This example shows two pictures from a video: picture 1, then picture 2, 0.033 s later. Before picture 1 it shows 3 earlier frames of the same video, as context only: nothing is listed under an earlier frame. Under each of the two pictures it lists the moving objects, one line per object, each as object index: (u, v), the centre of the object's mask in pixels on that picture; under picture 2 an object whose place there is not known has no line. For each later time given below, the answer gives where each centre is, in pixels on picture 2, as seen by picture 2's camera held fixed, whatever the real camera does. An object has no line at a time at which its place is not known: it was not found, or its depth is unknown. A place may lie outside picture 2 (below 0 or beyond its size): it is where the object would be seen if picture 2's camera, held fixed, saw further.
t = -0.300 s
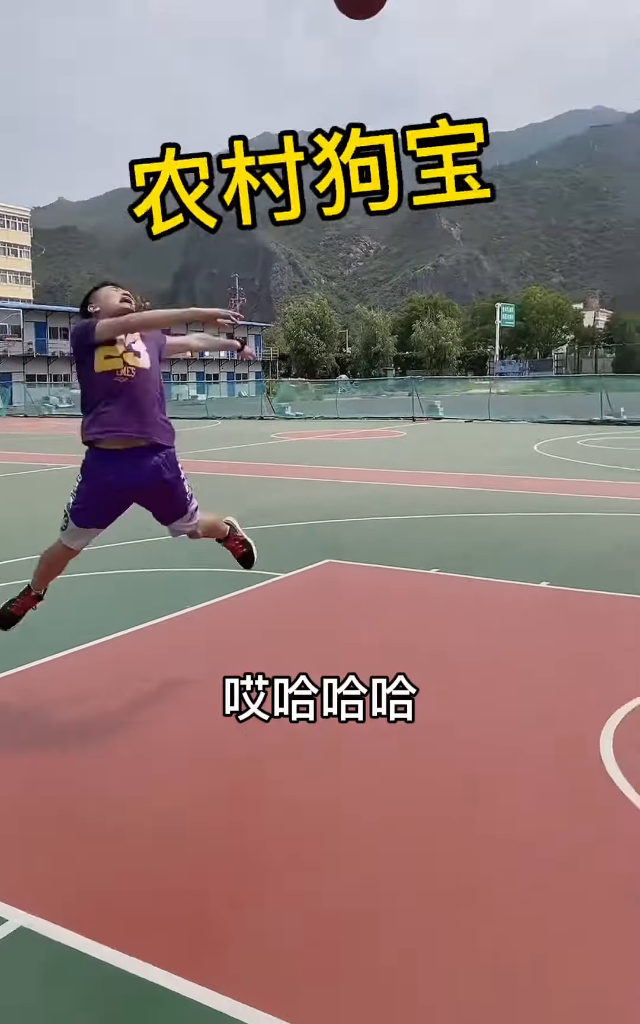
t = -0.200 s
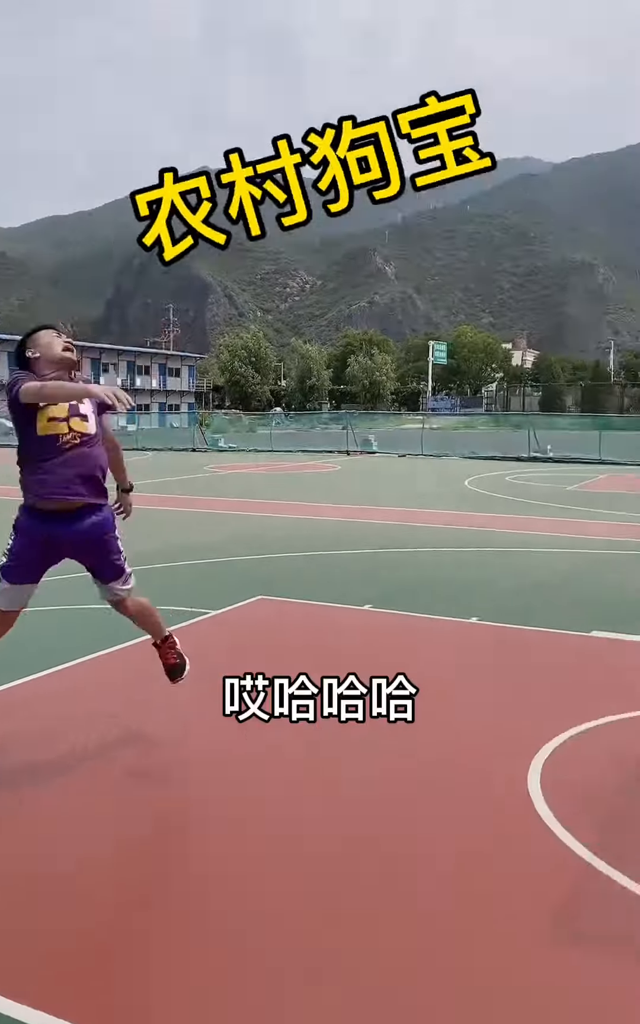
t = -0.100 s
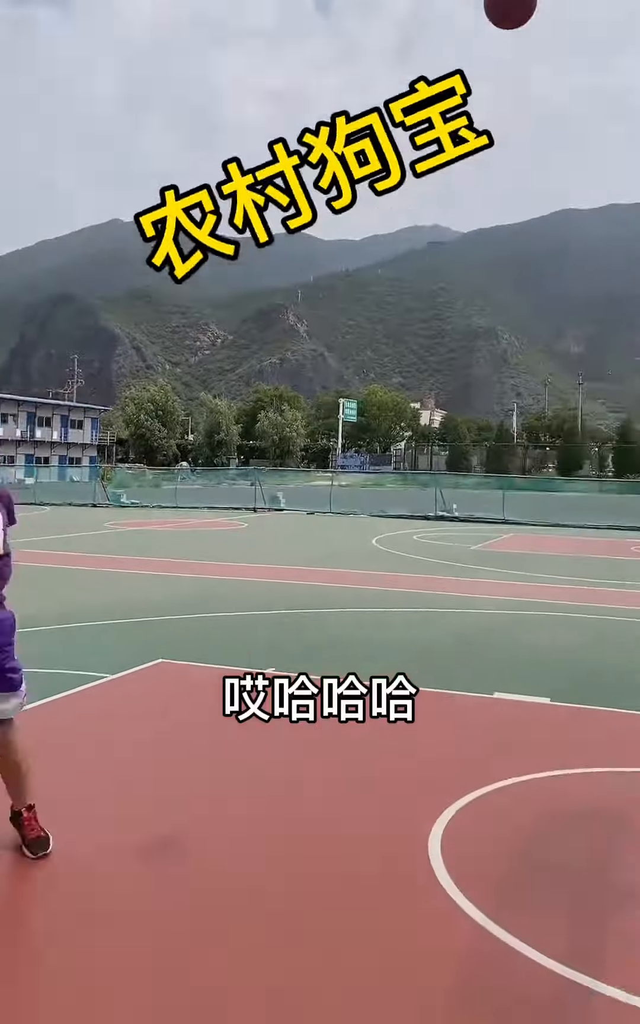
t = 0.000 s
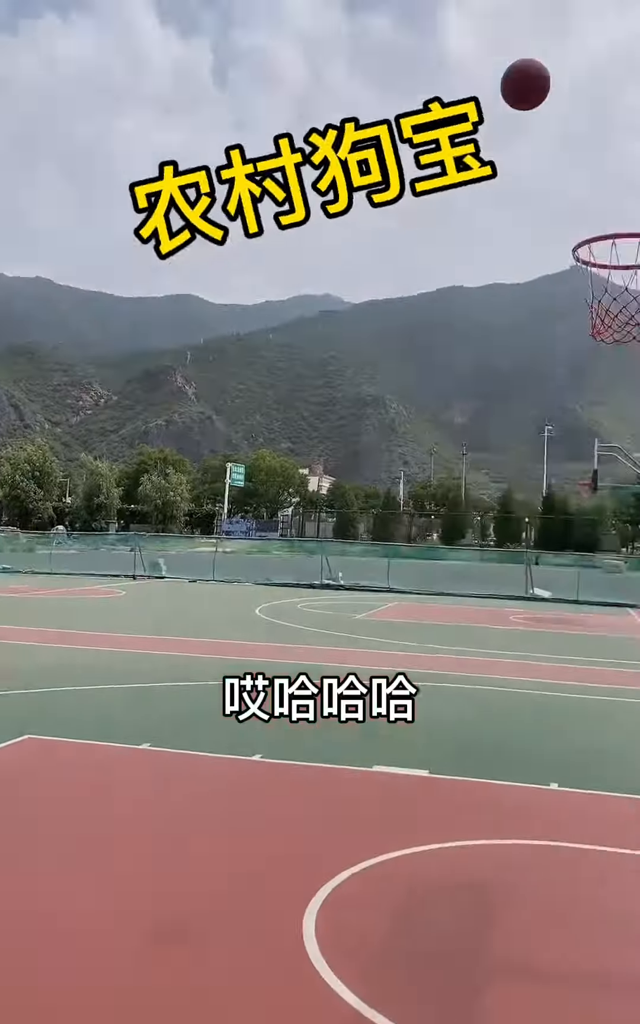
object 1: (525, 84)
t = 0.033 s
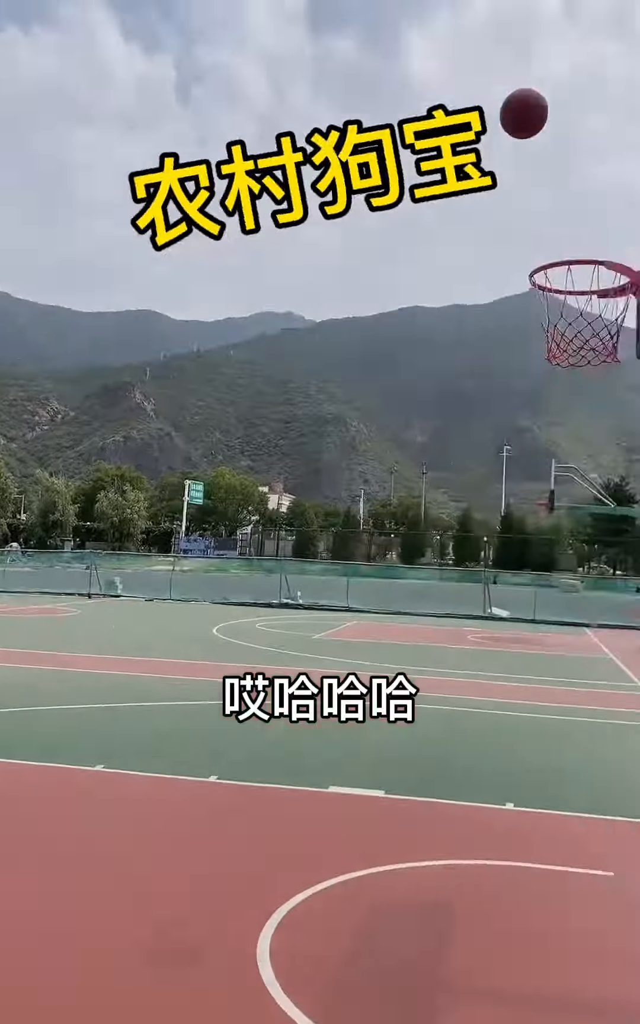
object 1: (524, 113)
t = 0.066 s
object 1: (564, 116)
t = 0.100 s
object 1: (603, 121)
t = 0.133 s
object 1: (641, 127)
